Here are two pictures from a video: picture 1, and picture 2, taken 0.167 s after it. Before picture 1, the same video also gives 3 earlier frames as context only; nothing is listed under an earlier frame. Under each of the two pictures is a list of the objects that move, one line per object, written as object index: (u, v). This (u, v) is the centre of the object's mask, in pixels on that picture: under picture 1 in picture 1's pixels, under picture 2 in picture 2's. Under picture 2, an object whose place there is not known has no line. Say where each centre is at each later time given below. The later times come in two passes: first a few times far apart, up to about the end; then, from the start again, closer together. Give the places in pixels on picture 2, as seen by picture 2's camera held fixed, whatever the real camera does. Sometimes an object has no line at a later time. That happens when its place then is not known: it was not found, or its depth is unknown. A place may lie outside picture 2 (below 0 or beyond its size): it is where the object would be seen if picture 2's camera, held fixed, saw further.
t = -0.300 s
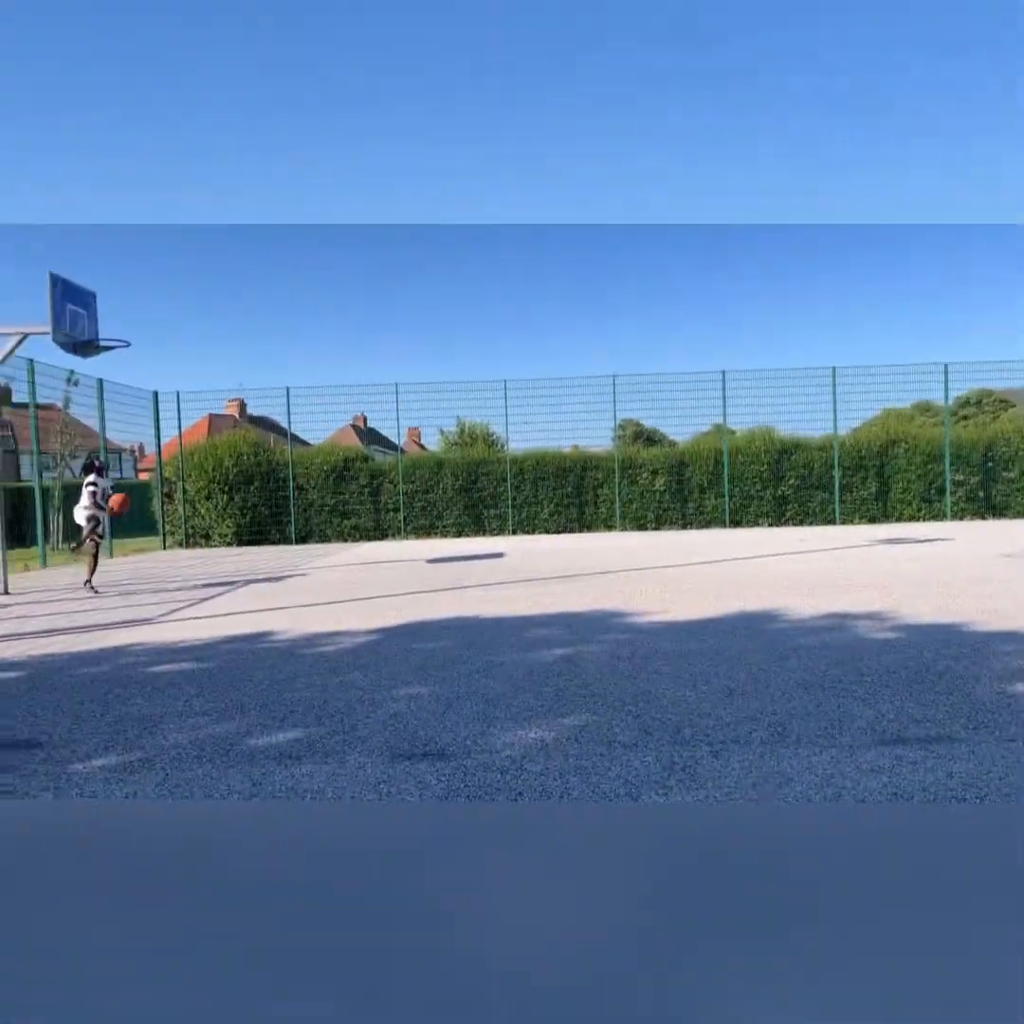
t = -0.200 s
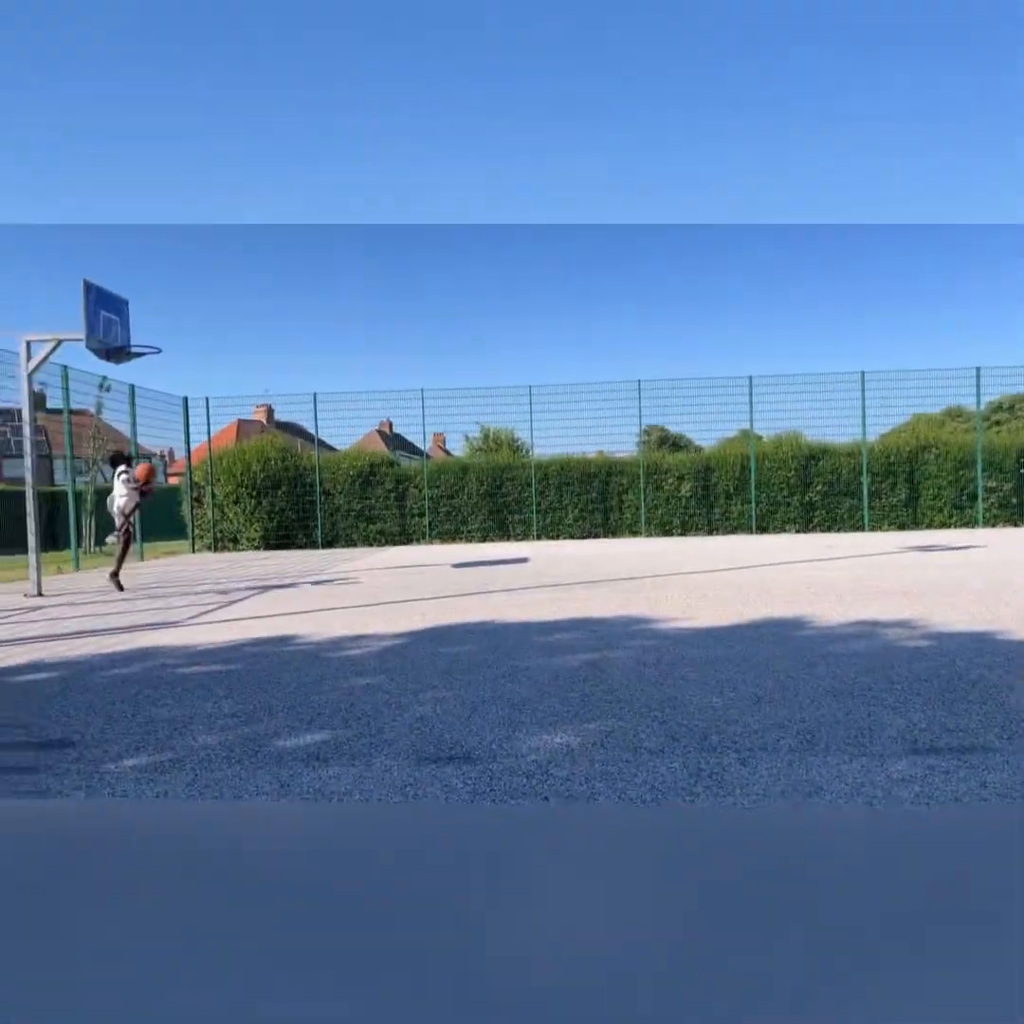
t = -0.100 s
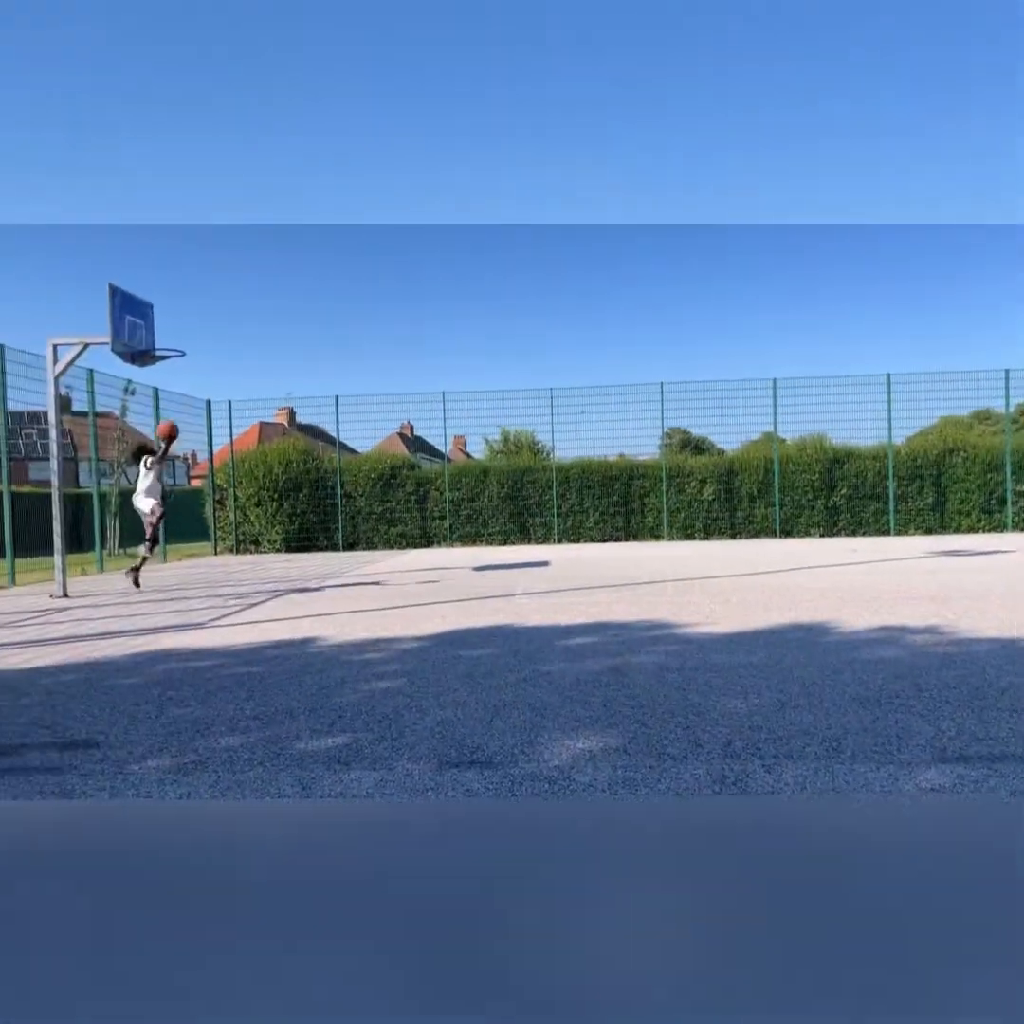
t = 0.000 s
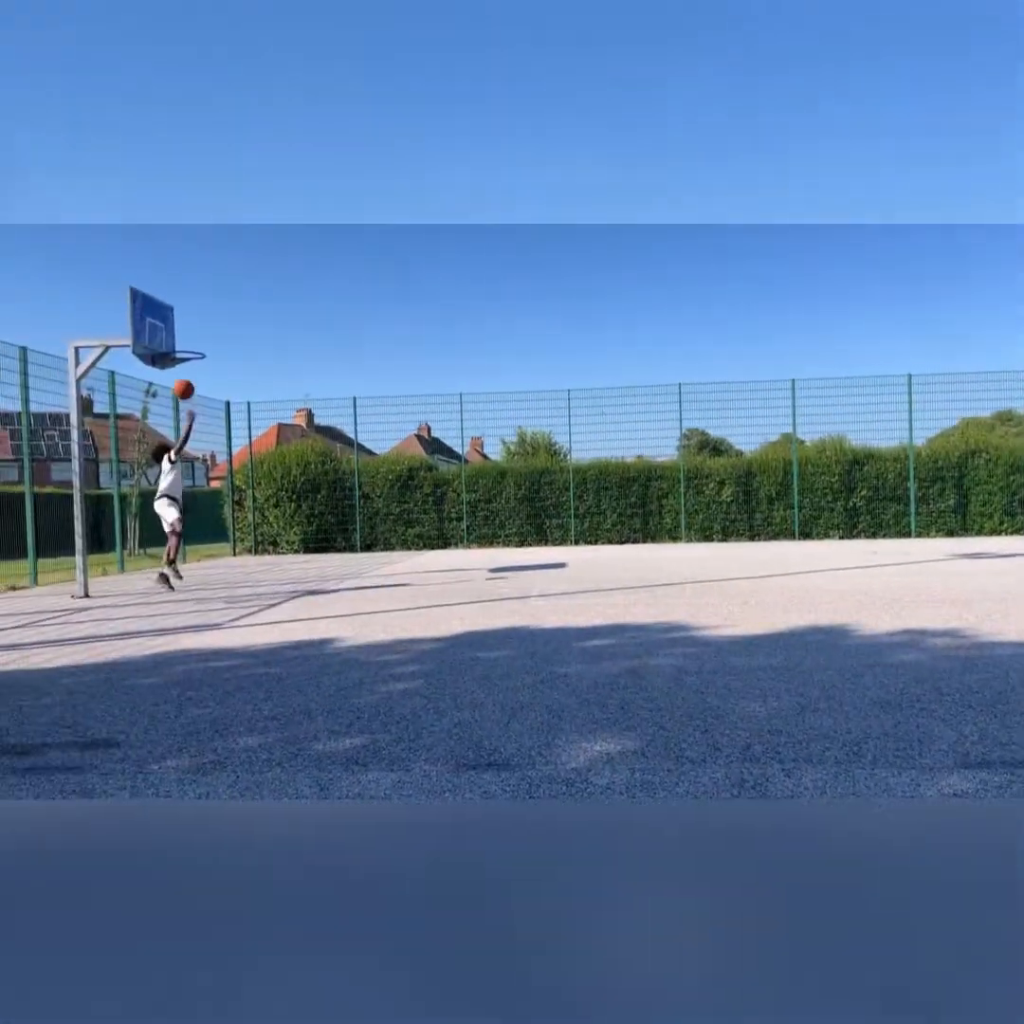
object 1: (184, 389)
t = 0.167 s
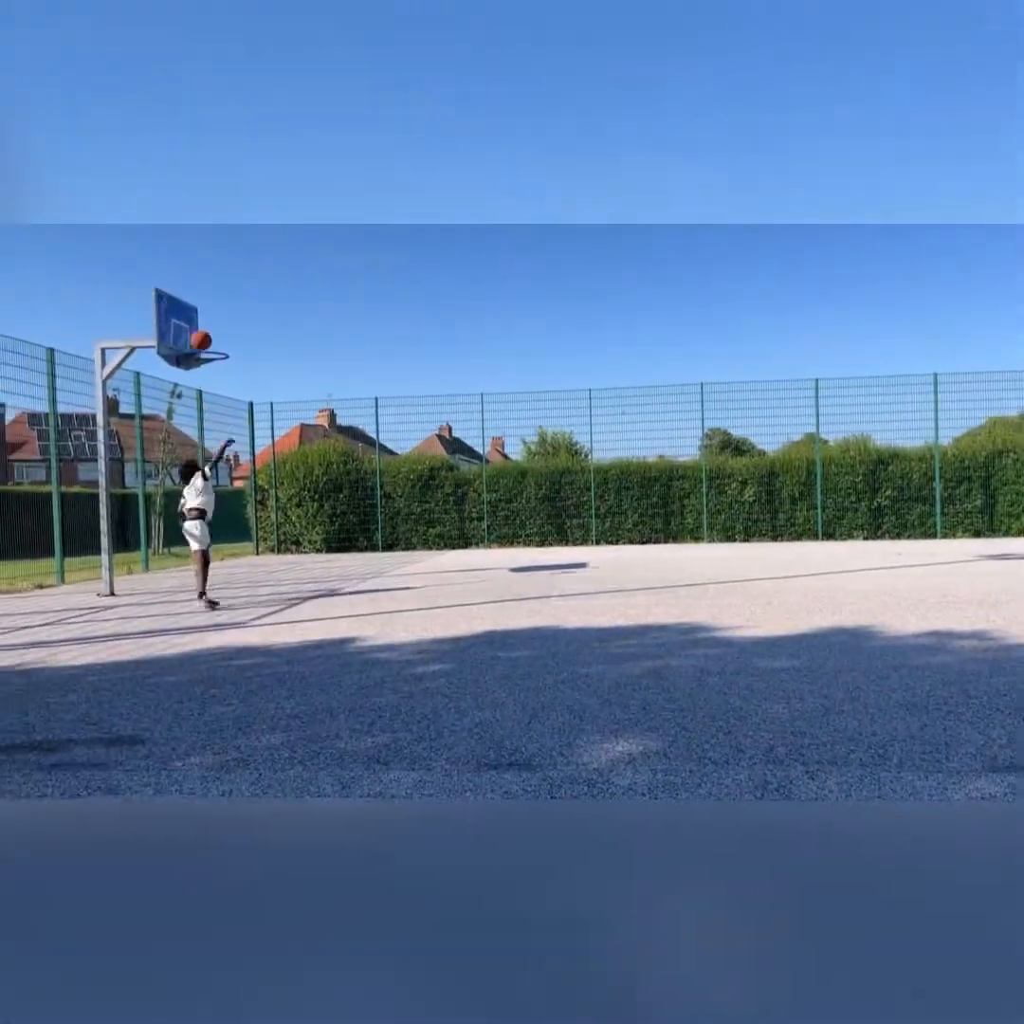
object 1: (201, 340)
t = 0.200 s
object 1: (200, 333)
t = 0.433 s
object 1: (194, 312)
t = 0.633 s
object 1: (190, 326)
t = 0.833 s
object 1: (198, 340)
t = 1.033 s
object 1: (214, 333)
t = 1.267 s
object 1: (238, 340)
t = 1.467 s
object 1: (265, 352)
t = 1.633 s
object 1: (289, 385)
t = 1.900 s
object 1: (330, 482)
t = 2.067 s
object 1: (359, 570)
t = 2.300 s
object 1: (385, 498)
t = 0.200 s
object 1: (200, 333)
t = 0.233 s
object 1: (199, 327)
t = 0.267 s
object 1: (198, 322)
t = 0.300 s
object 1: (197, 318)
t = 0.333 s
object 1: (196, 315)
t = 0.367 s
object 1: (195, 313)
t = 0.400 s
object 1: (194, 312)
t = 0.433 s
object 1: (194, 312)
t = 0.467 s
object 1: (194, 311)
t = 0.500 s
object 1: (193, 313)
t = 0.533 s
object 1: (192, 314)
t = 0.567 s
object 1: (191, 317)
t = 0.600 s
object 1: (191, 322)
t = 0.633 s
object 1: (190, 326)
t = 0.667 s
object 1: (189, 332)
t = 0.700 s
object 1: (189, 337)
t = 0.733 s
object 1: (191, 342)
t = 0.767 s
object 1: (193, 347)
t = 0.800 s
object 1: (196, 344)
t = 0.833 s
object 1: (198, 340)
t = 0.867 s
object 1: (201, 337)
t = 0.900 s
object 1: (203, 335)
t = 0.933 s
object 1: (206, 333)
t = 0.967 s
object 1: (209, 332)
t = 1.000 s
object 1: (212, 332)
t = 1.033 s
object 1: (214, 333)
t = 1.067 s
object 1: (217, 335)
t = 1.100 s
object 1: (220, 338)
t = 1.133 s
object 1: (223, 341)
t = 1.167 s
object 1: (226, 345)
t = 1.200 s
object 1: (230, 343)
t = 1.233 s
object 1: (234, 341)
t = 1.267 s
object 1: (238, 340)
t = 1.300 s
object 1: (243, 340)
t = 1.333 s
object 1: (247, 341)
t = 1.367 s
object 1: (252, 342)
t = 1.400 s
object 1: (256, 344)
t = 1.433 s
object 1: (260, 348)
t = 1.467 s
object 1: (265, 352)
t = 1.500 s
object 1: (270, 357)
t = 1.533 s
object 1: (275, 362)
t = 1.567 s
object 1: (280, 369)
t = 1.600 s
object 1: (285, 376)
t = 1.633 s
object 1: (289, 385)
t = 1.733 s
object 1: (304, 415)
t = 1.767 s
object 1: (308, 426)
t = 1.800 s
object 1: (314, 440)
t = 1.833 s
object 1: (320, 453)
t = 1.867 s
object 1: (324, 467)
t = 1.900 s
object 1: (330, 482)
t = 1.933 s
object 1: (335, 498)
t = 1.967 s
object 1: (341, 515)
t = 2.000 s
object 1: (347, 533)
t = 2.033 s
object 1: (352, 552)
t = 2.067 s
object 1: (359, 570)
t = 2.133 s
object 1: (367, 567)
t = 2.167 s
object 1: (371, 551)
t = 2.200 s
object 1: (373, 536)
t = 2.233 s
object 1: (377, 523)
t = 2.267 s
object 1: (381, 509)
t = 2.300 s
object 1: (385, 498)
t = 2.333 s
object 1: (389, 487)
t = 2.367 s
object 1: (393, 476)
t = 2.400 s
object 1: (398, 467)
